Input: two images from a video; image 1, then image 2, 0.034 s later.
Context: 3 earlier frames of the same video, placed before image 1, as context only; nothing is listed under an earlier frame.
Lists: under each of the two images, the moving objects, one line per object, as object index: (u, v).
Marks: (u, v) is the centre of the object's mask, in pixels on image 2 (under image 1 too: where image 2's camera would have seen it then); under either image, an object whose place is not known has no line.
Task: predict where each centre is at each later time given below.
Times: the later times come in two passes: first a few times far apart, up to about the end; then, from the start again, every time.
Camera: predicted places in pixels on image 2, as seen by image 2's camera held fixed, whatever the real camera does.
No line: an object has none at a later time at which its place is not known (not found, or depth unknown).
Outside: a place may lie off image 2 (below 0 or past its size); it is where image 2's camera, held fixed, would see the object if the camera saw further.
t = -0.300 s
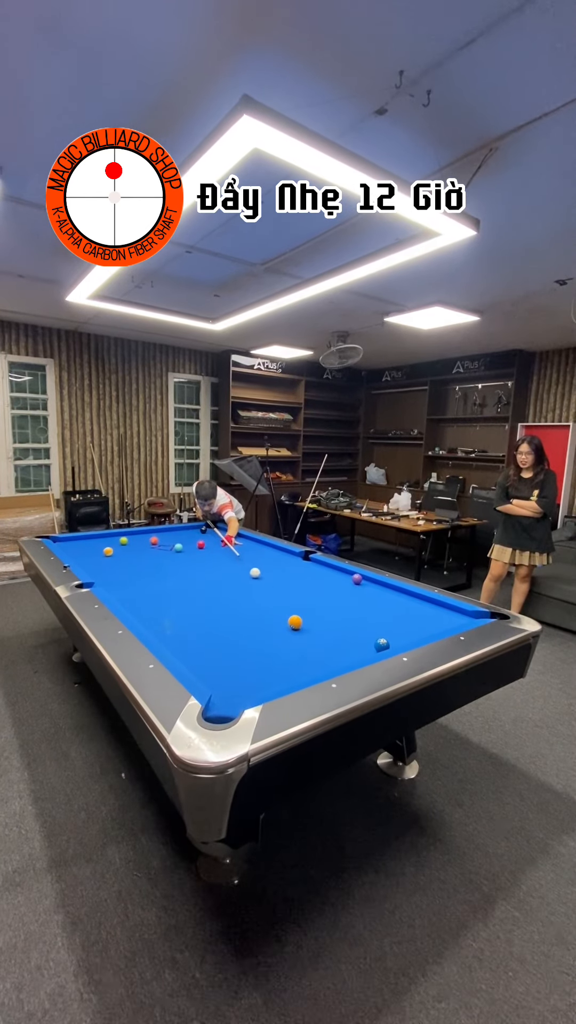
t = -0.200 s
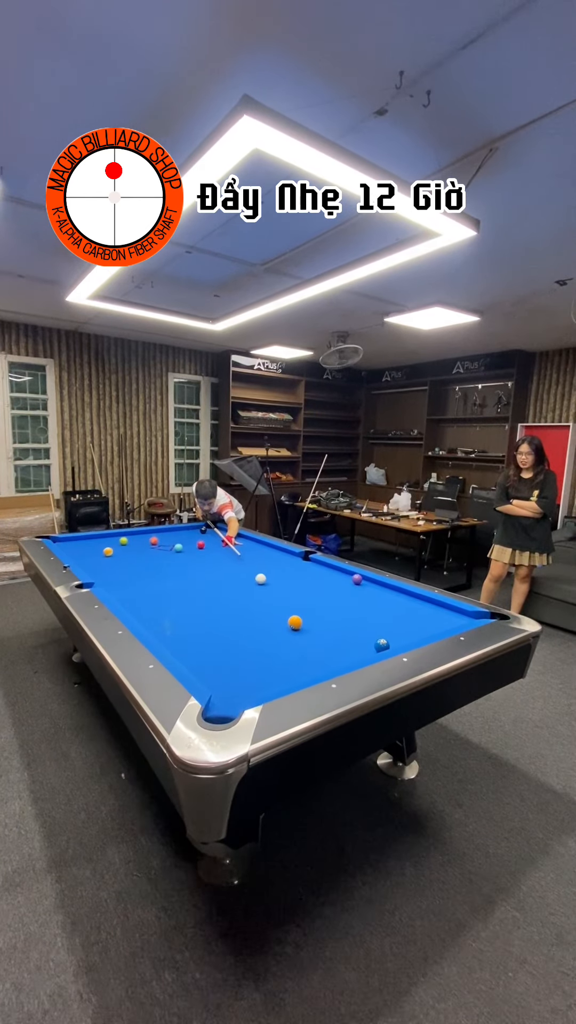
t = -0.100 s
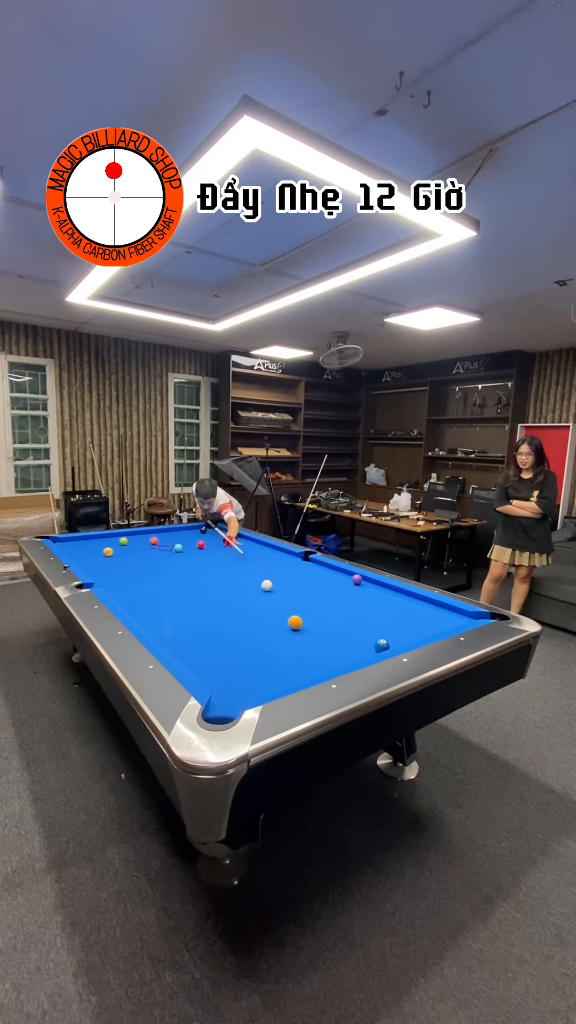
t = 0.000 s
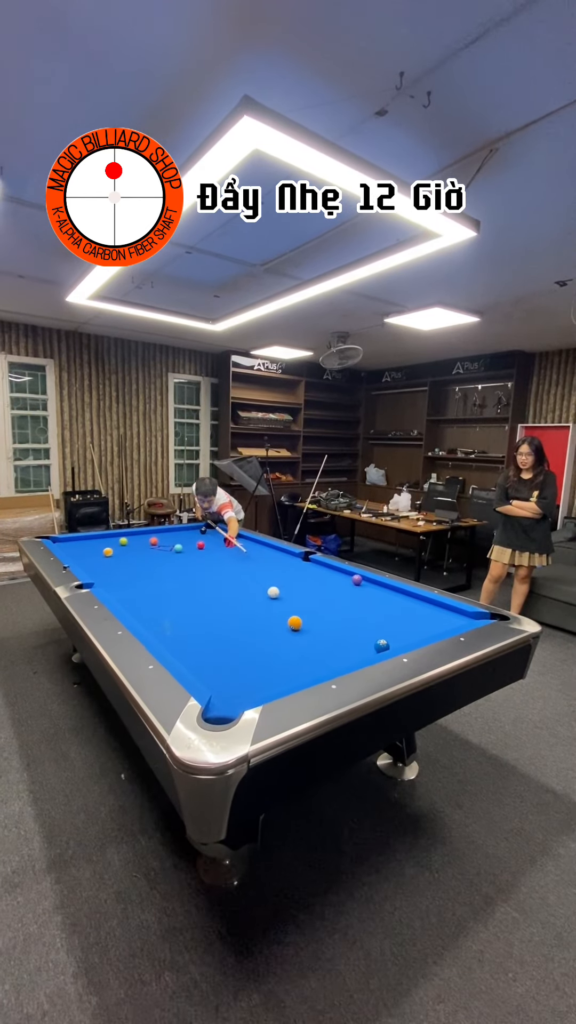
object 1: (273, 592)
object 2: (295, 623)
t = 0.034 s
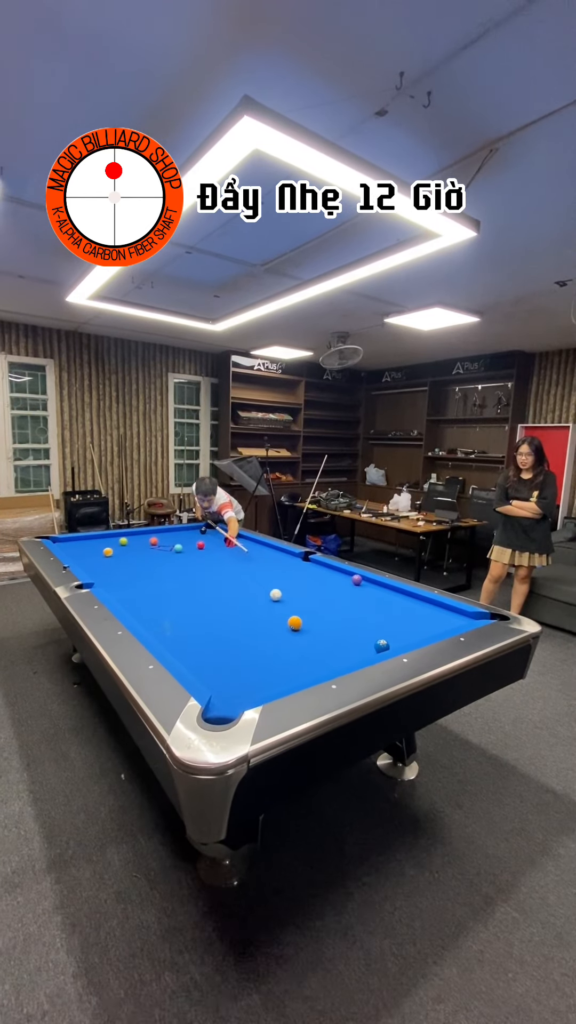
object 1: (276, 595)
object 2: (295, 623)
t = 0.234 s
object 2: (295, 623)
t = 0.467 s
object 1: (319, 624)
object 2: (288, 633)
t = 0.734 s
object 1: (356, 635)
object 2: (277, 648)
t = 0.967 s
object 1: (383, 638)
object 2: (267, 663)
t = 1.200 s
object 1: (403, 639)
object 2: (255, 680)
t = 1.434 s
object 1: (410, 637)
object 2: (241, 698)
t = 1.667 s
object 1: (412, 634)
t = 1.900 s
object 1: (414, 631)
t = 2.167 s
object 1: (415, 628)
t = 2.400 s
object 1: (416, 626)
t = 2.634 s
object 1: (417, 624)
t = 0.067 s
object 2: (295, 623)
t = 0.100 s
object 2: (295, 623)
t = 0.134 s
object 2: (295, 623)
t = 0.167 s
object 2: (295, 623)
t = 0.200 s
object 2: (295, 623)
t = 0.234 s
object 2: (295, 623)
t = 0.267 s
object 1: (294, 612)
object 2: (295, 623)
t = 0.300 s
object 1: (297, 614)
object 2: (295, 623)
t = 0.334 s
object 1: (302, 617)
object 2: (294, 624)
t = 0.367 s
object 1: (305, 620)
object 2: (292, 626)
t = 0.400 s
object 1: (310, 621)
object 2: (291, 629)
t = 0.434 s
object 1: (314, 622)
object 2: (290, 631)
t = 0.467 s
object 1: (319, 624)
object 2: (288, 633)
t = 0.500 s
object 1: (323, 625)
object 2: (287, 634)
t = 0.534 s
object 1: (328, 626)
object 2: (286, 636)
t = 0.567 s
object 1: (333, 628)
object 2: (284, 638)
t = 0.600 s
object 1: (337, 629)
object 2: (283, 640)
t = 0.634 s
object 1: (342, 631)
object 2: (282, 642)
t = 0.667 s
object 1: (347, 632)
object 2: (280, 644)
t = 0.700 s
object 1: (351, 634)
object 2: (279, 646)
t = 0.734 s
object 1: (356, 635)
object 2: (277, 648)
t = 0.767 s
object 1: (361, 636)
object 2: (276, 650)
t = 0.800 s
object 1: (366, 638)
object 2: (275, 652)
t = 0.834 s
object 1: (370, 639)
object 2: (273, 654)
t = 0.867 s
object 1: (374, 639)
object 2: (272, 657)
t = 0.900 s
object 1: (377, 639)
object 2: (270, 659)
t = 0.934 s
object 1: (380, 638)
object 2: (269, 661)
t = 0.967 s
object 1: (383, 638)
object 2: (267, 663)
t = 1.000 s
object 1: (387, 638)
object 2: (265, 665)
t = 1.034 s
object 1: (390, 640)
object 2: (264, 668)
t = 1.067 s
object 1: (392, 640)
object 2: (262, 670)
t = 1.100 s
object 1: (395, 640)
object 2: (260, 673)
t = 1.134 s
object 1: (397, 640)
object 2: (258, 675)
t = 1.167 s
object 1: (400, 640)
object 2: (257, 678)
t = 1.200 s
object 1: (403, 639)
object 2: (255, 680)
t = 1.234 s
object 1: (406, 639)
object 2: (253, 683)
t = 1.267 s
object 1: (408, 639)
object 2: (251, 685)
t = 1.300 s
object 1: (409, 639)
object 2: (249, 688)
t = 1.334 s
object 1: (409, 638)
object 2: (247, 690)
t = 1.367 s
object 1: (410, 637)
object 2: (245, 693)
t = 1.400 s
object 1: (410, 637)
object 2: (243, 695)
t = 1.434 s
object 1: (410, 637)
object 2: (241, 698)
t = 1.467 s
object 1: (410, 636)
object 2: (239, 701)
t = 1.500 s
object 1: (411, 636)
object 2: (237, 704)
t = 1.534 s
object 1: (411, 635)
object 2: (235, 707)
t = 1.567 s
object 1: (411, 635)
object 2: (232, 711)
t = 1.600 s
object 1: (412, 635)
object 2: (230, 718)
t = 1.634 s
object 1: (412, 635)
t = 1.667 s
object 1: (412, 634)
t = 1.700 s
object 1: (412, 634)
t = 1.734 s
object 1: (413, 633)
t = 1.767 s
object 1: (413, 633)
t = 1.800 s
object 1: (413, 633)
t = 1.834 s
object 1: (414, 632)
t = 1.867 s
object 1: (414, 632)
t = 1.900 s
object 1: (414, 631)
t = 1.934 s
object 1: (414, 631)
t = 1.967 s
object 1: (414, 631)
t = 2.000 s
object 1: (415, 630)
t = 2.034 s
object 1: (415, 630)
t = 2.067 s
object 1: (415, 630)
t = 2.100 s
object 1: (415, 629)
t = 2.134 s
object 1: (415, 628)
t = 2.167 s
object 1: (415, 628)
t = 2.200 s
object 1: (415, 628)
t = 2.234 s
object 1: (415, 628)
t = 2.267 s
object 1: (415, 627)
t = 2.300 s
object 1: (416, 627)
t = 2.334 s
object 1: (416, 626)
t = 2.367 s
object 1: (416, 626)
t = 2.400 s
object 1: (416, 626)
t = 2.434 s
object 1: (416, 625)
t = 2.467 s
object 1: (416, 625)
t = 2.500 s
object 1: (416, 625)
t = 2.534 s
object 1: (417, 624)
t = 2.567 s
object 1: (417, 624)
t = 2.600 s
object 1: (417, 624)
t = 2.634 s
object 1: (417, 624)
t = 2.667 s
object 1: (417, 623)
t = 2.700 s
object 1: (417, 623)
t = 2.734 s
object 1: (417, 623)
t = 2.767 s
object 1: (417, 623)
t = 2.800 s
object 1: (417, 623)
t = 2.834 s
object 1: (417, 622)
